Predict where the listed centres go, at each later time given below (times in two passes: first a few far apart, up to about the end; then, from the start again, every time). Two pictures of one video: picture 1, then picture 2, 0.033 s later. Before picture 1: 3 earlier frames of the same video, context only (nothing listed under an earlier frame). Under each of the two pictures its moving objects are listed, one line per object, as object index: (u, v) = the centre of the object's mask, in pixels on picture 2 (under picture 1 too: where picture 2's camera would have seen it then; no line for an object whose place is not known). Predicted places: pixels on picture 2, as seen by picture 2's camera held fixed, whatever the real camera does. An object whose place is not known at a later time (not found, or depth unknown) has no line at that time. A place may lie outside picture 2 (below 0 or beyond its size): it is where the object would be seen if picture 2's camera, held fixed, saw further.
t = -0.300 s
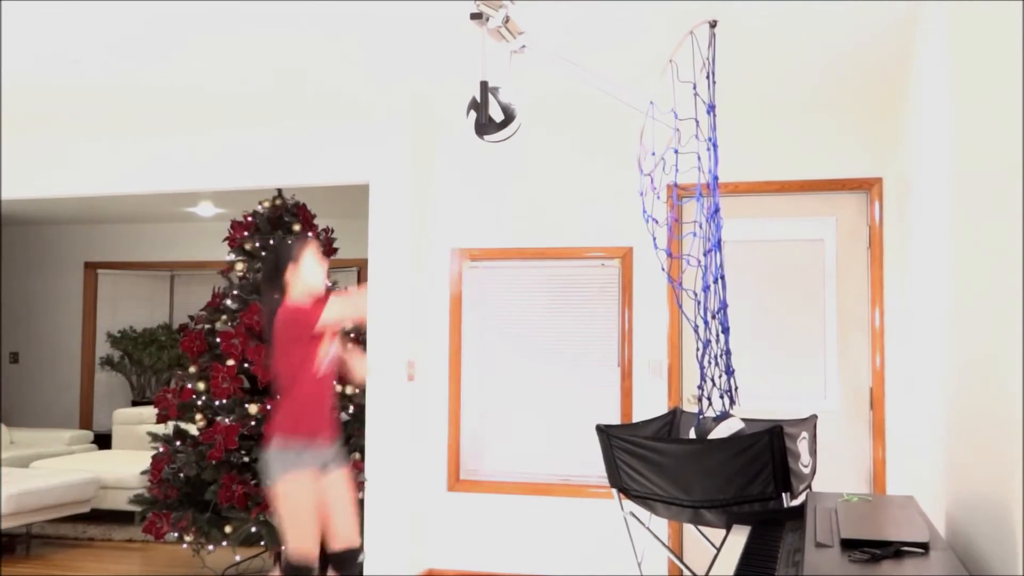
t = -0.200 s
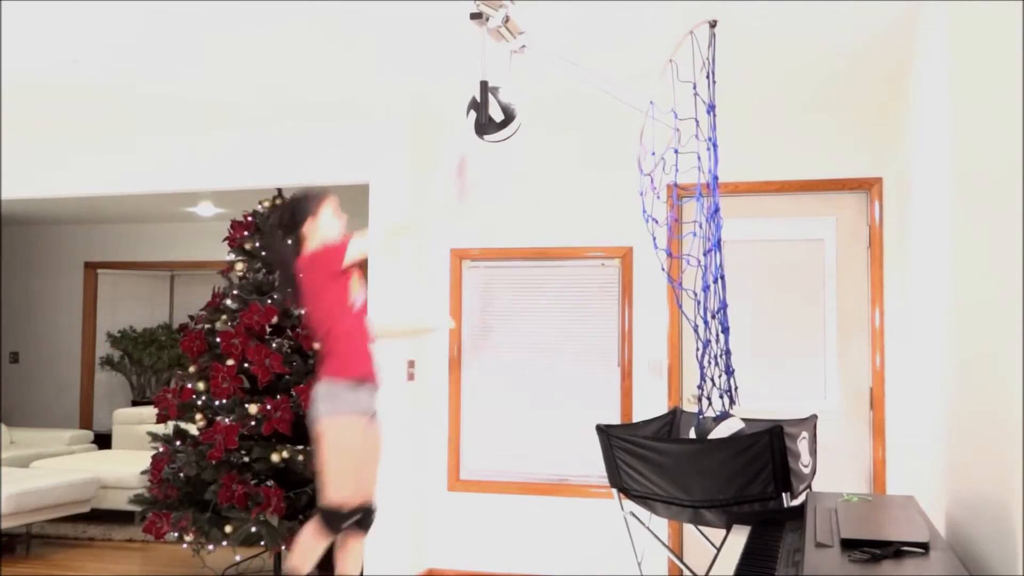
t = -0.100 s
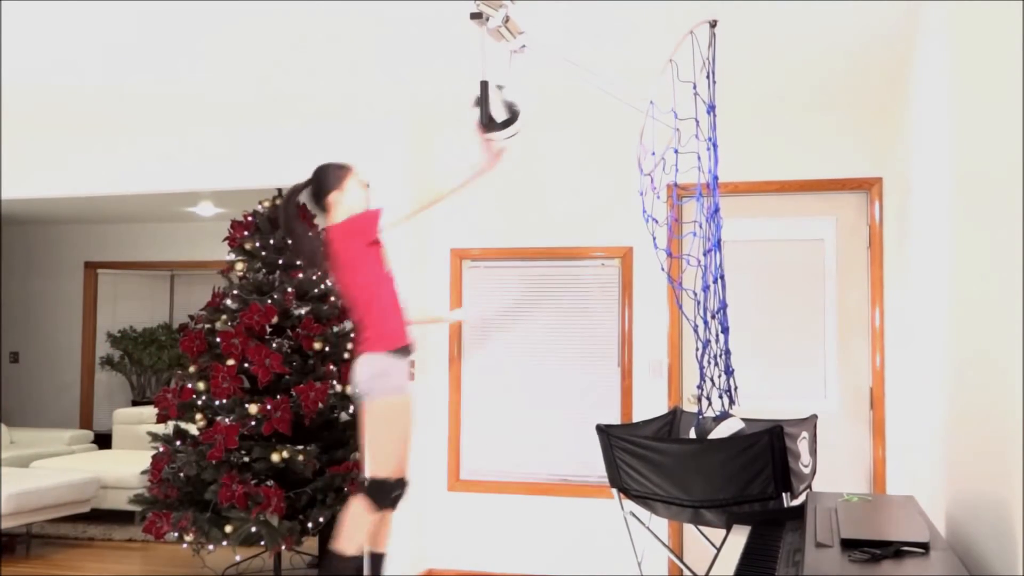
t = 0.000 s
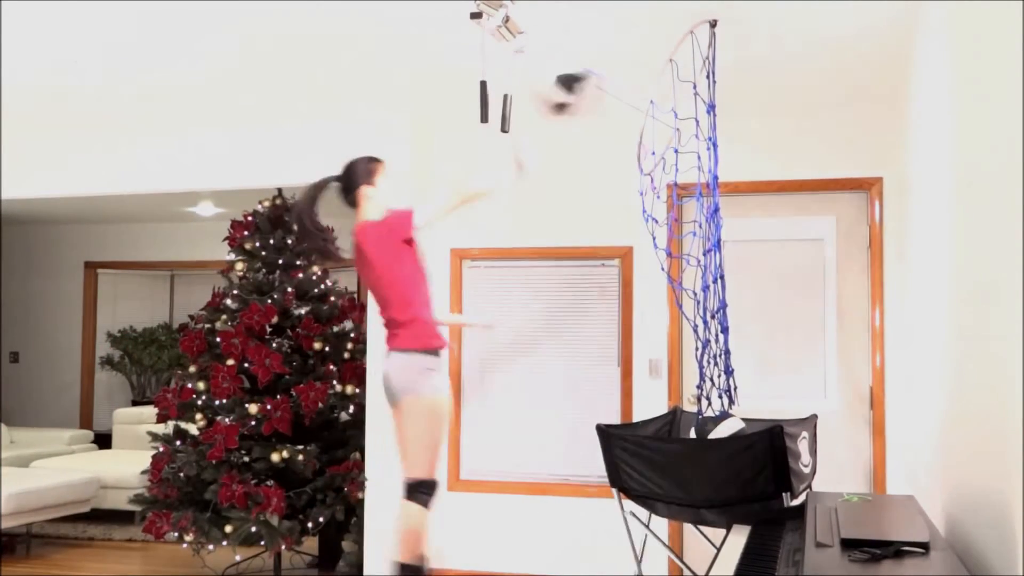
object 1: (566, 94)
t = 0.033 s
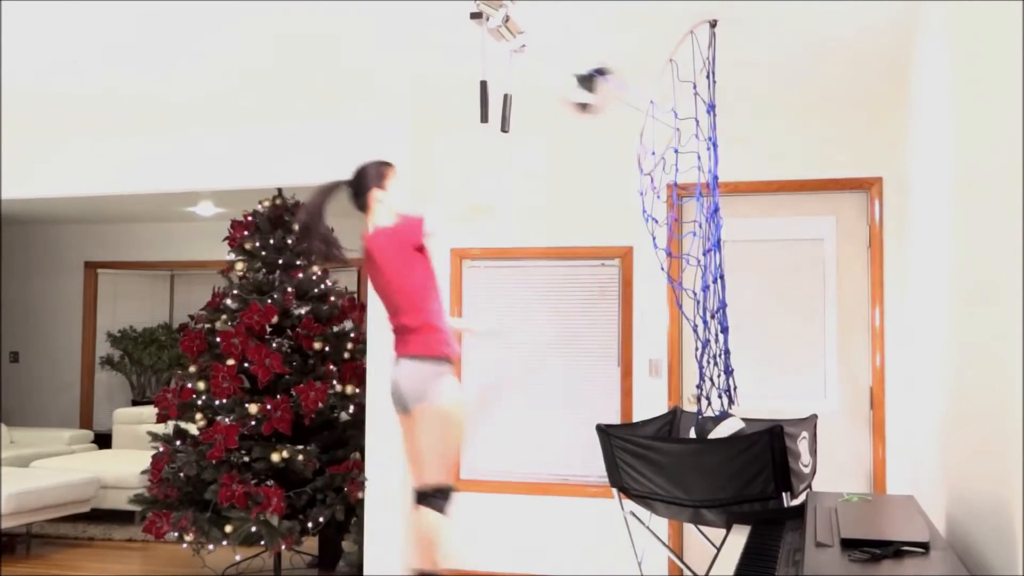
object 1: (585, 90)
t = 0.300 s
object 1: (770, 157)
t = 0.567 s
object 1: (803, 331)
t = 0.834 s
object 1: (757, 416)
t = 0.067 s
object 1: (617, 90)
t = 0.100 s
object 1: (644, 93)
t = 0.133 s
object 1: (670, 100)
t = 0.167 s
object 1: (698, 110)
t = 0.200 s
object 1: (721, 117)
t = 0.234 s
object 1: (736, 122)
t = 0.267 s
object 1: (755, 139)
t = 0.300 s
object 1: (770, 157)
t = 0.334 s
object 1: (774, 169)
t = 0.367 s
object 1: (786, 191)
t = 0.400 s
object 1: (792, 210)
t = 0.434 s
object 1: (799, 230)
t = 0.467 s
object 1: (809, 263)
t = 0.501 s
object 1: (805, 284)
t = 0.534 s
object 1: (802, 306)
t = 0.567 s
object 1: (803, 331)
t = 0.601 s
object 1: (797, 349)
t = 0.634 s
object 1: (797, 381)
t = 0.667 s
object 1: (799, 406)
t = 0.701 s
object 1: (799, 418)
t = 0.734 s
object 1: (795, 415)
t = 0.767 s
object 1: (781, 408)
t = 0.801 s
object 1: (769, 411)
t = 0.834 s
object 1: (757, 416)
